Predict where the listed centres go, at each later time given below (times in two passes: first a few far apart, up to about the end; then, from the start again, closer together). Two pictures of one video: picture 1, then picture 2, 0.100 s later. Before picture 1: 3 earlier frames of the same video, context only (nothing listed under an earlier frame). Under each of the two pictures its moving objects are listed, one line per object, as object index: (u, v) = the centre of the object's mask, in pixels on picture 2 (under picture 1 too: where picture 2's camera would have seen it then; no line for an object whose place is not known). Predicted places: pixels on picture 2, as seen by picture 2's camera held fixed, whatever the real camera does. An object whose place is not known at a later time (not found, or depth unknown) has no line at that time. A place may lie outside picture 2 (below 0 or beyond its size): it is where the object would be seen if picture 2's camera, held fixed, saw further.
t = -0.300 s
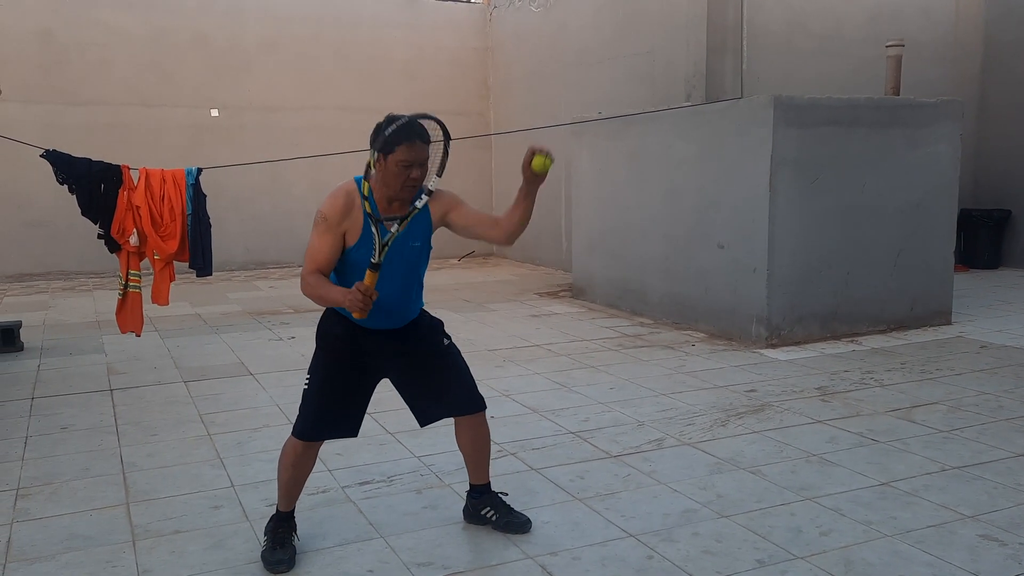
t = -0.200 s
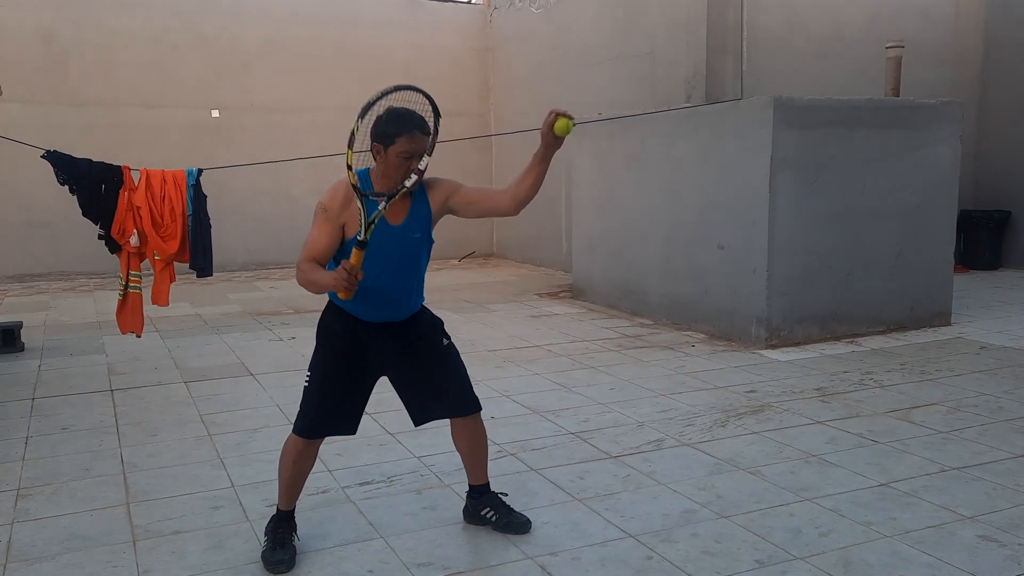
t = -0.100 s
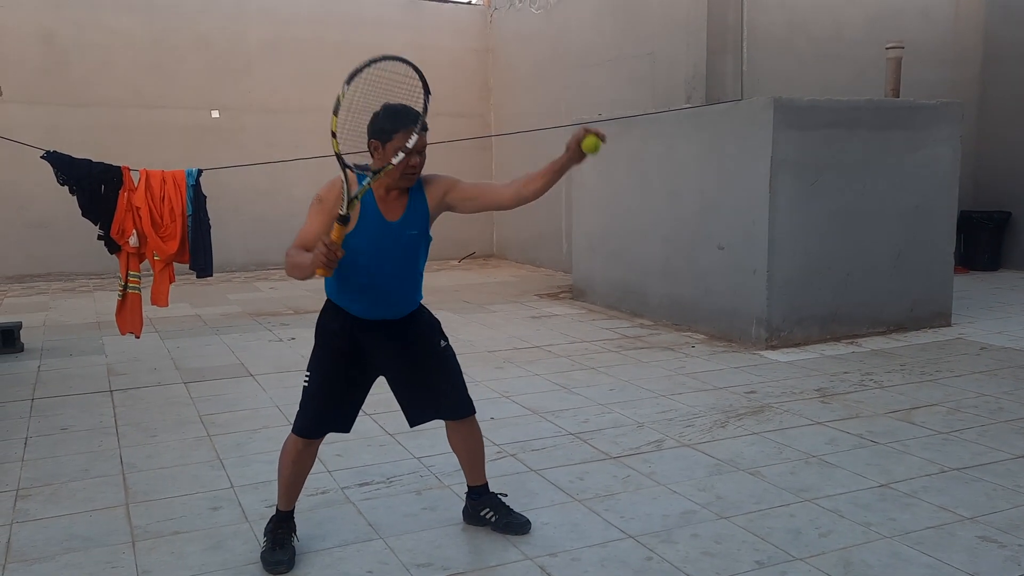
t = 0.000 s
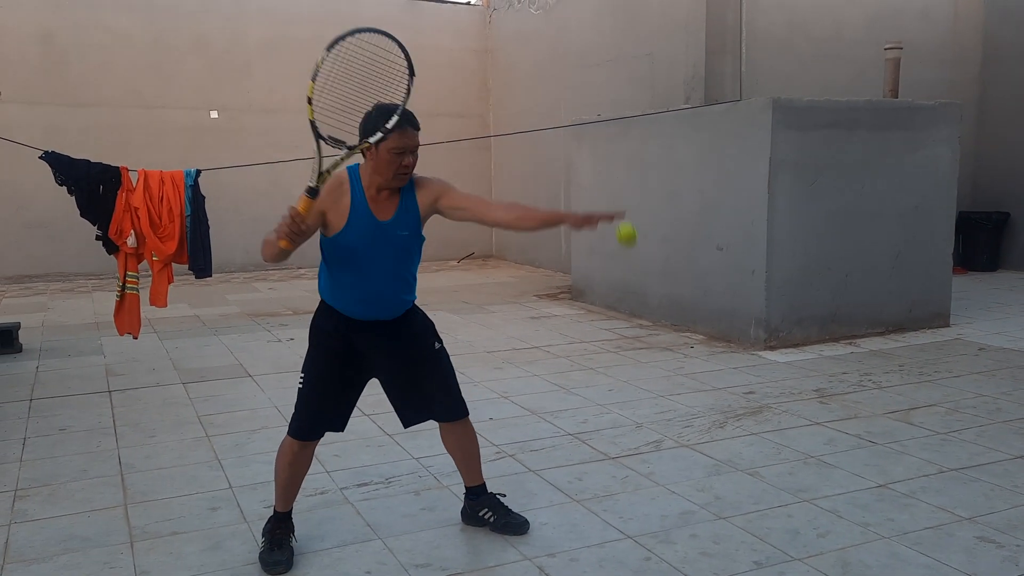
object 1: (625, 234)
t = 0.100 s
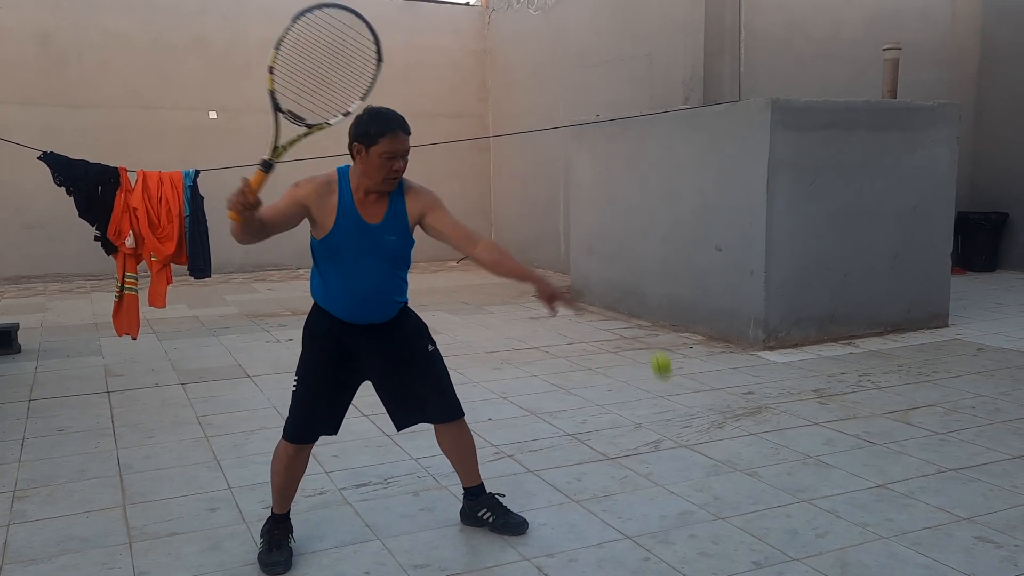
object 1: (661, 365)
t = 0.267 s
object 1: (712, 537)
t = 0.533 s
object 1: (745, 318)
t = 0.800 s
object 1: (776, 316)
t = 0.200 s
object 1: (697, 528)
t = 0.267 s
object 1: (712, 537)
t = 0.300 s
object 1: (717, 499)
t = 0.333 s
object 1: (721, 464)
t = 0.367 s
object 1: (725, 432)
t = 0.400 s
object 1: (729, 403)
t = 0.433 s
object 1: (733, 377)
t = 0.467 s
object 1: (737, 354)
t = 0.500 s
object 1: (741, 334)
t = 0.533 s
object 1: (745, 318)
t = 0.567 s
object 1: (750, 306)
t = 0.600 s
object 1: (754, 296)
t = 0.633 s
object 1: (758, 290)
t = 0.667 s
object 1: (762, 288)
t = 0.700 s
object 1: (765, 289)
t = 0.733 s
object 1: (769, 294)
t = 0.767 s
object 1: (772, 303)
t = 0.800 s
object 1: (776, 316)
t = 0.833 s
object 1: (779, 332)
